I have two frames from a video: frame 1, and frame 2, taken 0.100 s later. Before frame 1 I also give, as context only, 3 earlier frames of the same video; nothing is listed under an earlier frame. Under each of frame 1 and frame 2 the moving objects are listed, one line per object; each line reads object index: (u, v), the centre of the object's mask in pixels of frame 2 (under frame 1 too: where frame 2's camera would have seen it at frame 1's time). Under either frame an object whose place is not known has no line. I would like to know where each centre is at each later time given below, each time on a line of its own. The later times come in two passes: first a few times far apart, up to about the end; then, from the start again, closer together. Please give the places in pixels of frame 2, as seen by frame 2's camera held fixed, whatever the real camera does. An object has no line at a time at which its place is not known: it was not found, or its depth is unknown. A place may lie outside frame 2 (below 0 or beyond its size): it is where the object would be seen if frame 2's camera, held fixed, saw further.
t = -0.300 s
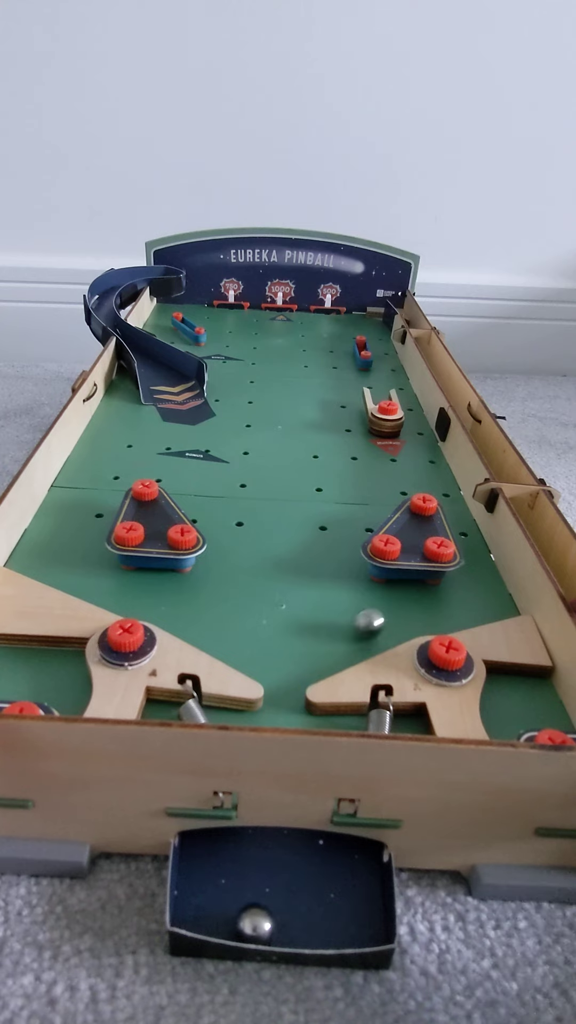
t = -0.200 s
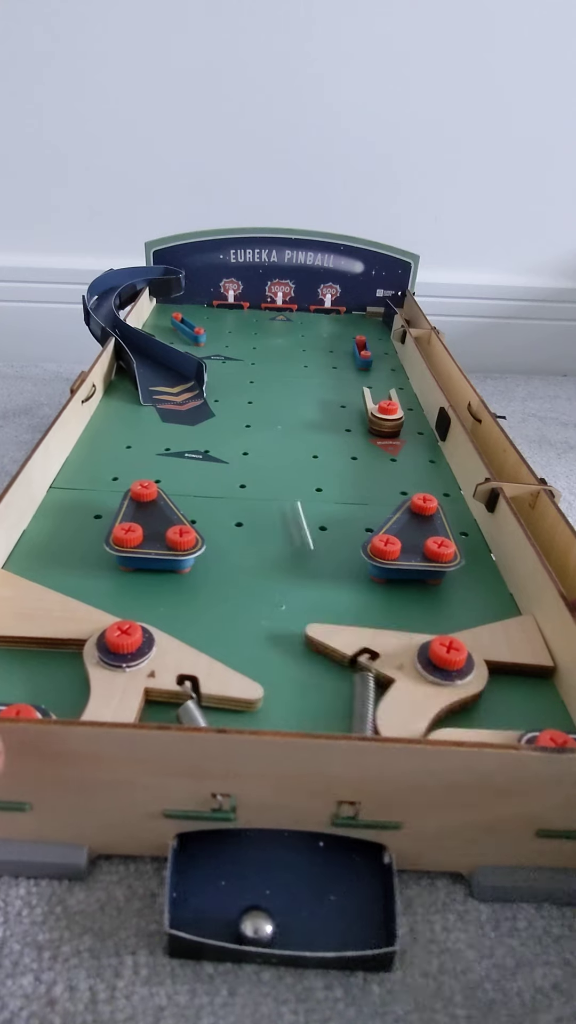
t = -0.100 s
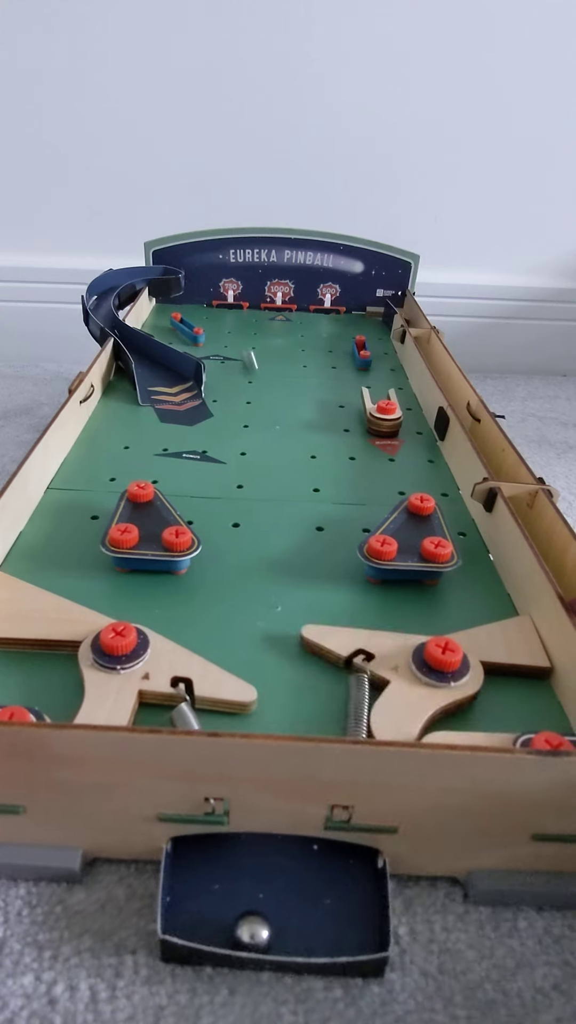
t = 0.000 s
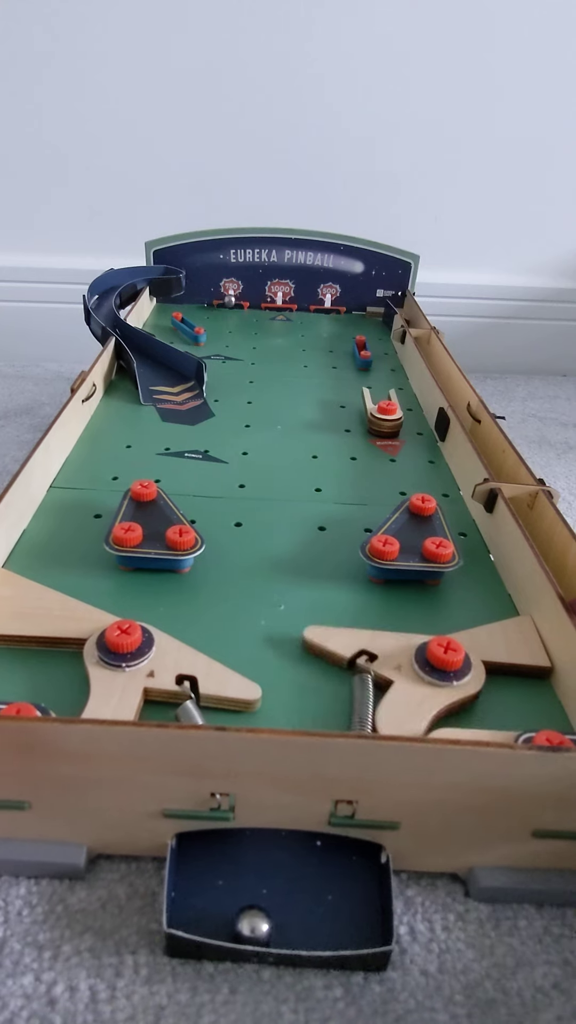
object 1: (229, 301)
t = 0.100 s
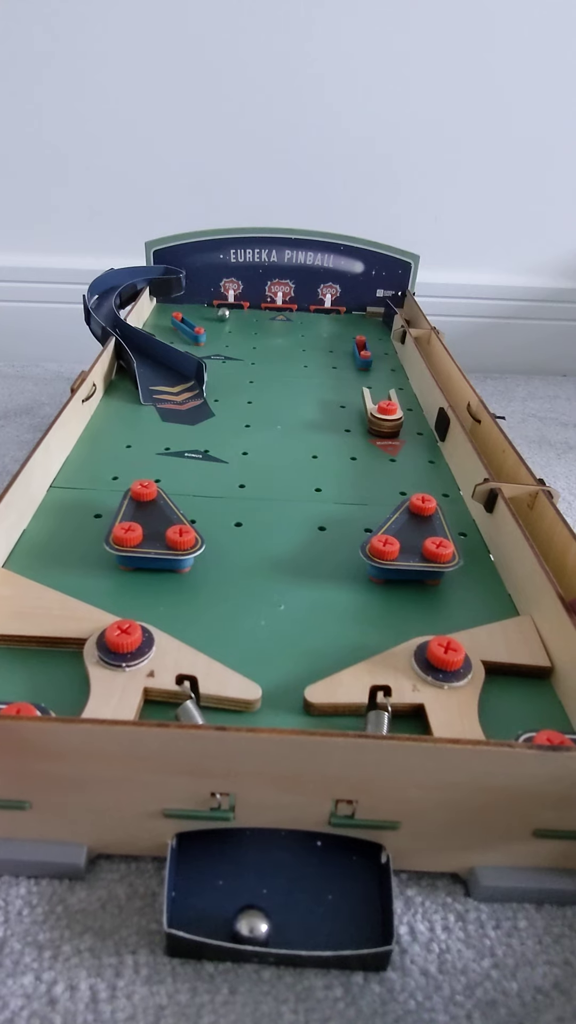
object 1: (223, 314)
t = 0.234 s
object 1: (210, 327)
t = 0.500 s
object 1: (251, 338)
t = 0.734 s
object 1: (301, 369)
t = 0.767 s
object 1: (309, 376)
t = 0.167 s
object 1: (217, 321)
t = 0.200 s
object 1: (213, 324)
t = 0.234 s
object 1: (210, 327)
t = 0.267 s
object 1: (207, 329)
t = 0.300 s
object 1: (211, 331)
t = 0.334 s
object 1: (218, 331)
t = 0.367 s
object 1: (224, 332)
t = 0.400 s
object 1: (231, 333)
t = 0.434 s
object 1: (238, 334)
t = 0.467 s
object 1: (245, 336)
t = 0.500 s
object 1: (251, 338)
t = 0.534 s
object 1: (258, 341)
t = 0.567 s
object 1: (265, 344)
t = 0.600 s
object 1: (272, 348)
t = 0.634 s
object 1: (279, 352)
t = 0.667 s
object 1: (286, 357)
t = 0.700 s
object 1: (294, 363)
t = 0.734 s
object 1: (301, 369)
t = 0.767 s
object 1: (309, 376)
